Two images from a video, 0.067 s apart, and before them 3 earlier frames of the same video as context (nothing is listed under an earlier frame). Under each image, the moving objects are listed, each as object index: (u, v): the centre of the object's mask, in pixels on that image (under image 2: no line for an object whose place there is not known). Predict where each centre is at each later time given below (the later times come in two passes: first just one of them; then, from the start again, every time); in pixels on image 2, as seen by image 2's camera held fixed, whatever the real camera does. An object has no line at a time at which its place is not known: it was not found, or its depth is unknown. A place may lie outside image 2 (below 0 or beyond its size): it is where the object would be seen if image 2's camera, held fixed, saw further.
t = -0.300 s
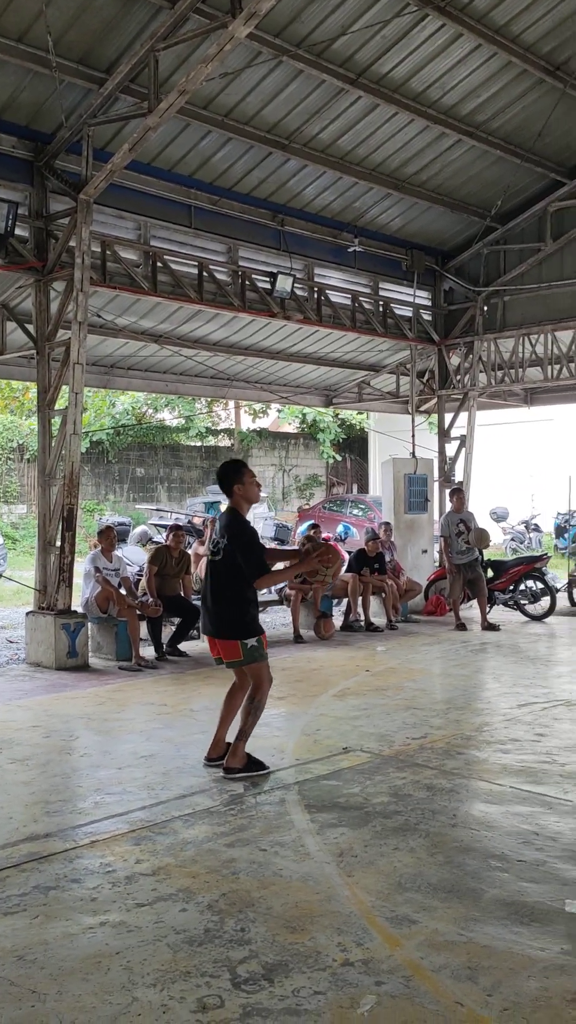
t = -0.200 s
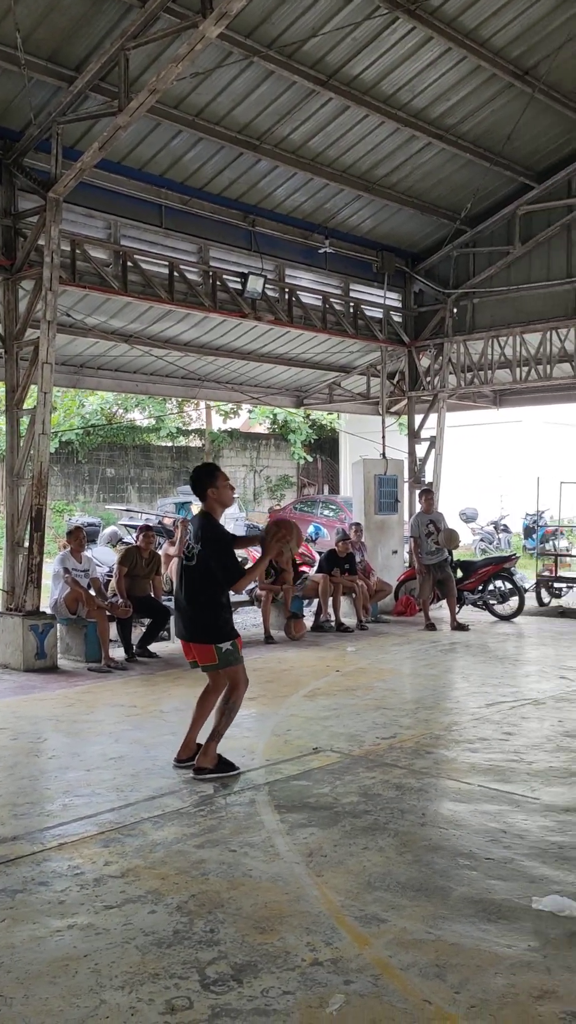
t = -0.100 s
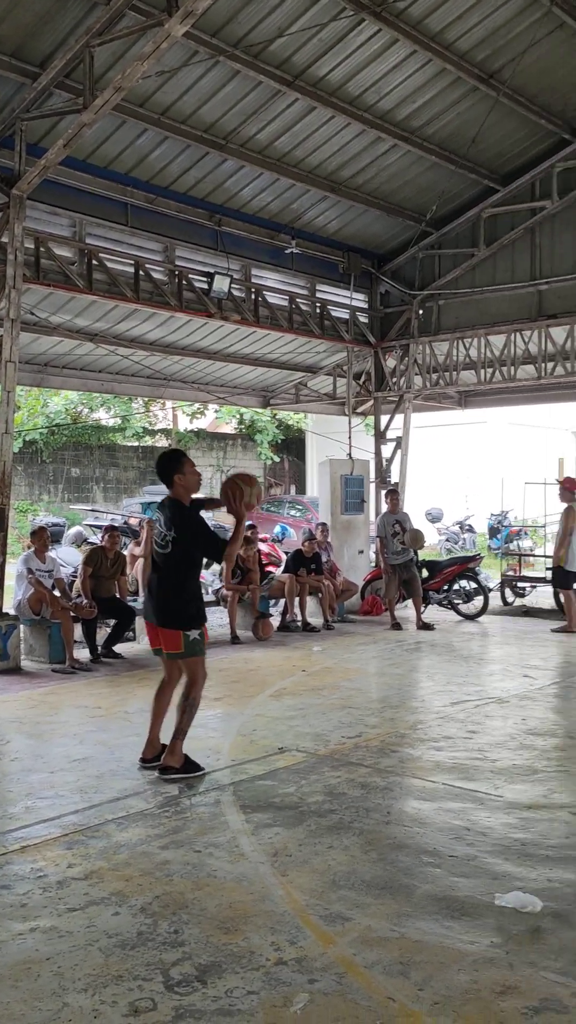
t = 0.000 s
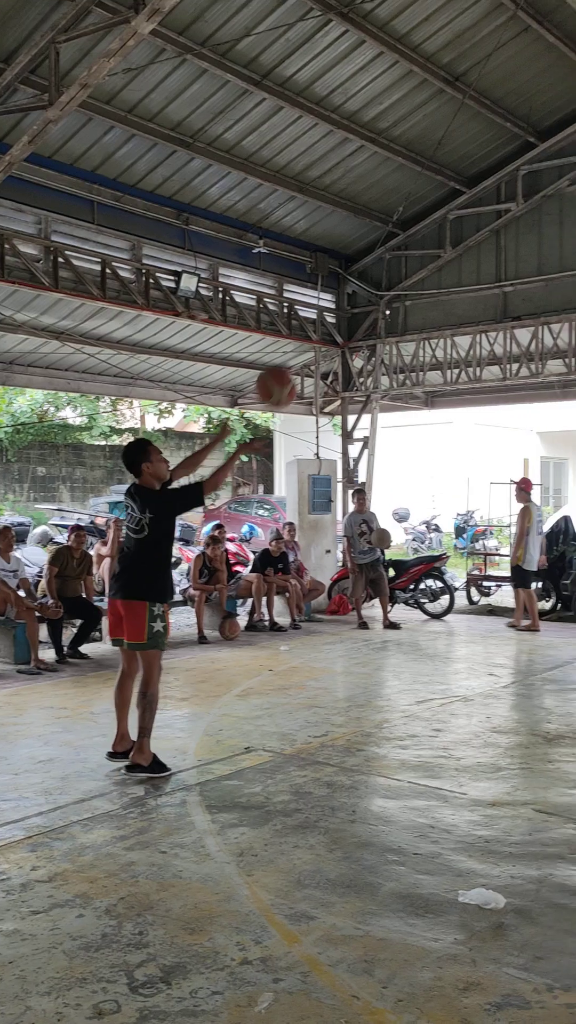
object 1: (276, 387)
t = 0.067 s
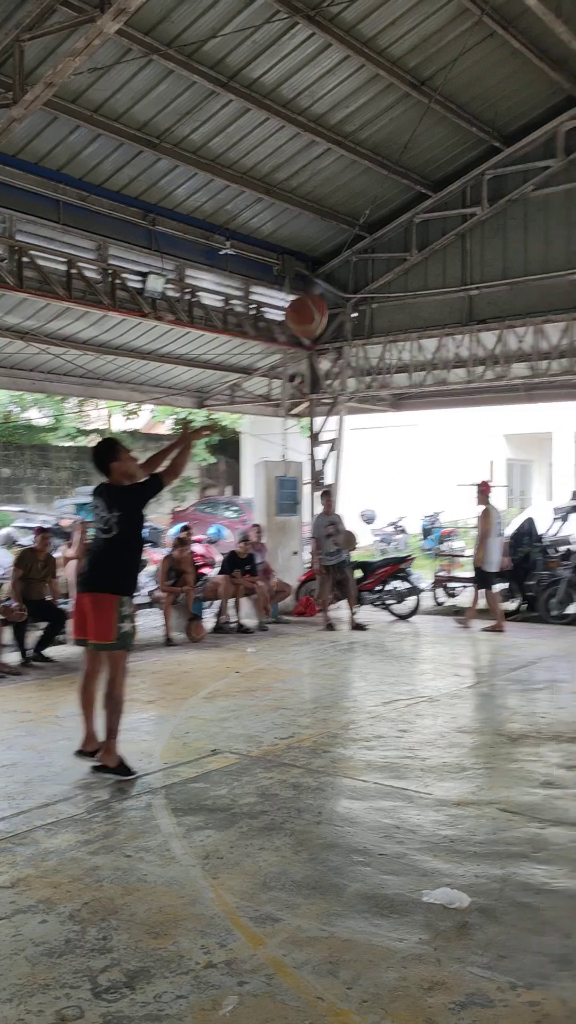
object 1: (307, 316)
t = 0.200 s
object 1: (429, 193)
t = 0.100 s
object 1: (337, 282)
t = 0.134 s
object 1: (368, 250)
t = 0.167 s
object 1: (398, 222)
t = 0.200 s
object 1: (429, 193)
